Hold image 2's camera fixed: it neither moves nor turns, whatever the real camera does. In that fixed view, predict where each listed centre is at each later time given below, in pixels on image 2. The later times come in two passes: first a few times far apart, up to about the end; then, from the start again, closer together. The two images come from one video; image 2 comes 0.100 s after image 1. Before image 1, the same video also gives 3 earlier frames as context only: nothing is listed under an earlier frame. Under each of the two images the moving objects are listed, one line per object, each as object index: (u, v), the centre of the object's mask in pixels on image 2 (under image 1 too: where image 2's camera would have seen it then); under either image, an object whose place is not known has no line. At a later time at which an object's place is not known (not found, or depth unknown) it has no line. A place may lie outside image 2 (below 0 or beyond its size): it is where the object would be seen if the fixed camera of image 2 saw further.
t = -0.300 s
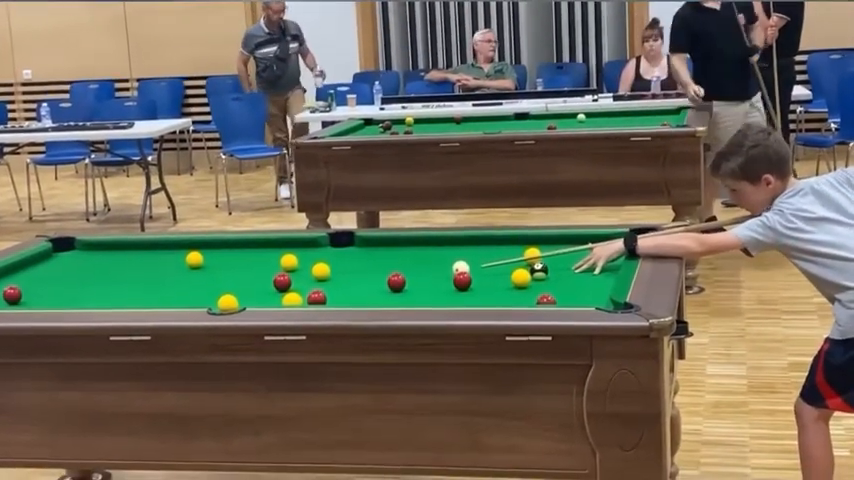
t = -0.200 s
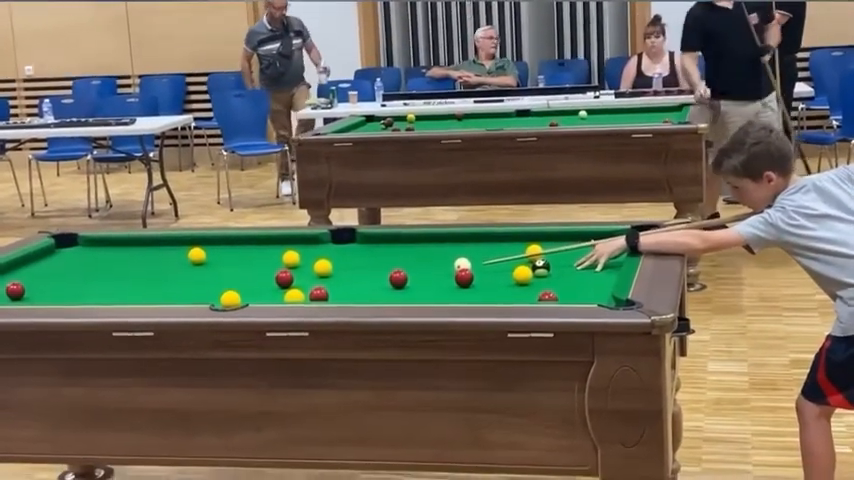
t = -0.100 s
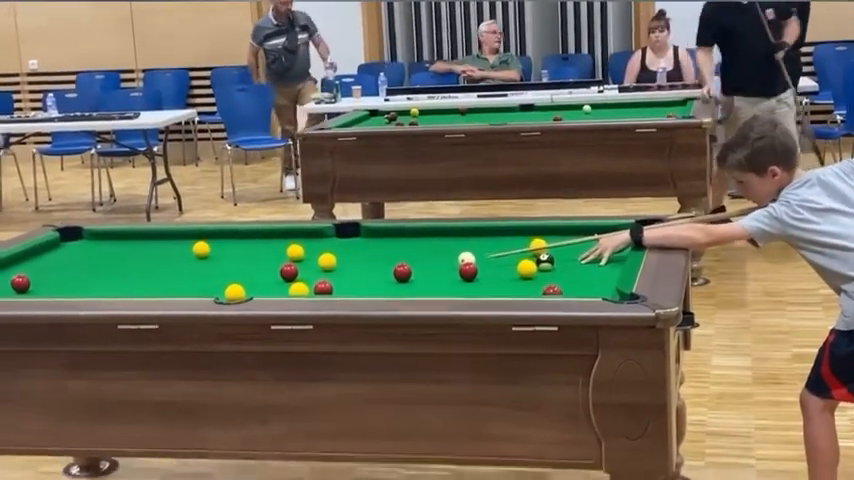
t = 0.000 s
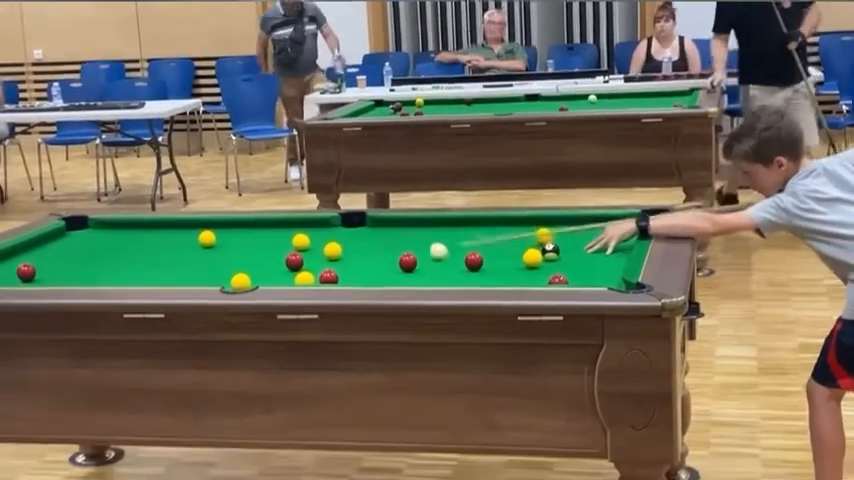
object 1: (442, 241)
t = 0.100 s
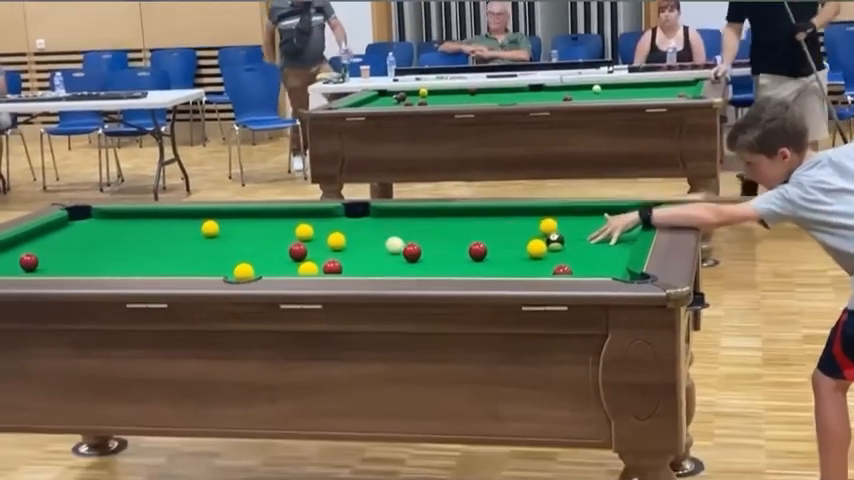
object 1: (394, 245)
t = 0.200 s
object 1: (350, 248)
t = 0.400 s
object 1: (312, 251)
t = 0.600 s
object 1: (297, 251)
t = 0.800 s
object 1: (283, 252)
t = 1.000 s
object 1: (271, 253)
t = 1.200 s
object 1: (259, 253)
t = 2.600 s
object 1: (219, 254)
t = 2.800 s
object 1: (218, 254)
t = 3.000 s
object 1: (218, 255)
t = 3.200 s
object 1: (218, 255)
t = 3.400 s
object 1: (218, 254)
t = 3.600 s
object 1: (218, 254)
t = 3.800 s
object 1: (218, 254)
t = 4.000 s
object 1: (219, 254)
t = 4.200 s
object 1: (218, 255)
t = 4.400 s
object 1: (218, 255)
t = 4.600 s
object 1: (218, 254)
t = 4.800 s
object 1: (218, 255)
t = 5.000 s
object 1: (218, 254)
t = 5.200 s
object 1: (218, 254)
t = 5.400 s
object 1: (218, 255)
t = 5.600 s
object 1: (218, 255)
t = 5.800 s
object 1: (218, 255)
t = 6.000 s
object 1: (218, 255)
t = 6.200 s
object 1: (218, 255)
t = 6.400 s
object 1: (218, 255)
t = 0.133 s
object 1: (380, 246)
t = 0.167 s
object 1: (365, 247)
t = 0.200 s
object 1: (350, 248)
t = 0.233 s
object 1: (335, 249)
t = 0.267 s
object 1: (320, 250)
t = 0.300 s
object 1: (316, 250)
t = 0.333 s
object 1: (316, 251)
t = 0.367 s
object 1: (314, 251)
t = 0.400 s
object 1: (312, 251)
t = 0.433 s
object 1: (308, 251)
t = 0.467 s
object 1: (306, 251)
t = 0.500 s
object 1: (304, 251)
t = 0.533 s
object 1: (301, 251)
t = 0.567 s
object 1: (299, 251)
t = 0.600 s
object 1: (297, 251)
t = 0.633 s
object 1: (294, 252)
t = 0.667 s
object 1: (292, 252)
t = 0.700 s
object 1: (289, 252)
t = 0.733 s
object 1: (287, 252)
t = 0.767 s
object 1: (285, 252)
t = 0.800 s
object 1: (283, 252)
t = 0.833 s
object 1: (281, 252)
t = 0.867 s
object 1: (279, 253)
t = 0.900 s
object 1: (276, 253)
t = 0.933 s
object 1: (274, 253)
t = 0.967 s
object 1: (273, 253)
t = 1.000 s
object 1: (271, 253)
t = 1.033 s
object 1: (268, 253)
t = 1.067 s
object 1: (267, 253)
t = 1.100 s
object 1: (265, 253)
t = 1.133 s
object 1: (263, 253)
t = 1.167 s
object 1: (261, 253)
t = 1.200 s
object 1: (259, 253)
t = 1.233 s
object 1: (258, 253)
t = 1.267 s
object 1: (256, 253)
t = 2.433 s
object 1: (220, 254)
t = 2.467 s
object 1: (220, 254)
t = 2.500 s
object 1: (220, 254)
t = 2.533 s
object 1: (219, 254)
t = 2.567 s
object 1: (219, 254)
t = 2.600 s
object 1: (219, 254)
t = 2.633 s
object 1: (219, 254)
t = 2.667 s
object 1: (219, 254)
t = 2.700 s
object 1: (218, 254)
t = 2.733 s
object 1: (218, 254)
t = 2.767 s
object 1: (218, 254)
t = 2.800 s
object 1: (218, 254)
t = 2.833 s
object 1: (218, 254)
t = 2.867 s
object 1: (218, 254)
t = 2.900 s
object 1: (218, 254)
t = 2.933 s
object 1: (218, 254)
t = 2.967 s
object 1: (219, 255)
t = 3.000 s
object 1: (218, 255)
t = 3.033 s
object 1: (218, 255)
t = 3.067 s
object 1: (218, 254)
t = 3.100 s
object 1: (218, 254)
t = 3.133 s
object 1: (218, 255)
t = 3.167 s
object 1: (218, 255)
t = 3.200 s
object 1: (218, 255)
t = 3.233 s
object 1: (218, 255)
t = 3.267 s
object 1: (218, 255)
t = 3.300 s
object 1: (218, 255)
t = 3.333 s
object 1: (218, 255)
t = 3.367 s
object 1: (218, 255)
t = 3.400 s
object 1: (218, 254)
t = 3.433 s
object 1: (218, 255)
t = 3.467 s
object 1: (218, 254)
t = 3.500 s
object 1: (218, 254)
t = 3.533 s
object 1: (218, 255)
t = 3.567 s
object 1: (218, 254)
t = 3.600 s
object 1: (218, 254)
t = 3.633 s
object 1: (218, 254)
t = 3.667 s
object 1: (218, 254)
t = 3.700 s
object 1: (218, 254)
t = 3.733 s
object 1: (218, 254)
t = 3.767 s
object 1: (218, 255)
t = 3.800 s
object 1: (218, 254)
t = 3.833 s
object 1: (218, 254)
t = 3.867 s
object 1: (218, 255)
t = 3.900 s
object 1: (218, 255)
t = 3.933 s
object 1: (219, 254)
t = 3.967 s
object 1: (219, 254)
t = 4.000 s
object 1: (219, 254)
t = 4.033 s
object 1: (218, 255)
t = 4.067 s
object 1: (219, 254)
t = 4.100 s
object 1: (218, 254)
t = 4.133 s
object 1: (218, 255)
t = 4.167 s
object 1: (219, 254)
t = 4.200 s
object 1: (218, 255)
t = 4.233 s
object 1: (218, 255)
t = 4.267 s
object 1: (218, 255)
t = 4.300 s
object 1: (218, 254)
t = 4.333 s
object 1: (218, 255)
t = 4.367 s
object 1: (218, 255)
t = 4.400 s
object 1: (218, 255)
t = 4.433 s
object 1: (218, 255)
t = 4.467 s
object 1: (218, 254)
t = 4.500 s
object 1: (218, 255)
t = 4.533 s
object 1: (218, 255)
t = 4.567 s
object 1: (218, 255)
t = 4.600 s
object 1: (218, 254)
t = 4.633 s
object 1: (218, 255)
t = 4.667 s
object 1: (218, 255)
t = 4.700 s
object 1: (218, 254)
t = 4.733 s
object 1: (218, 254)
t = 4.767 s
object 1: (218, 254)
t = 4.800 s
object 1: (218, 255)
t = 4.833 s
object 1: (218, 254)
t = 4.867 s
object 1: (218, 254)
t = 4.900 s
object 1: (218, 255)
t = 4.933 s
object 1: (218, 255)
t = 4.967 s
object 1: (218, 254)
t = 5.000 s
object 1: (218, 254)
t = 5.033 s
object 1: (218, 254)
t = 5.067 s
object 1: (218, 254)
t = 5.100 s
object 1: (218, 255)
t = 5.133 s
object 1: (218, 254)
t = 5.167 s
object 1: (218, 254)
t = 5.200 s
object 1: (218, 254)
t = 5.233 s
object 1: (218, 255)
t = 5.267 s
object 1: (218, 255)
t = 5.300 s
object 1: (218, 255)
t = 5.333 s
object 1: (218, 255)
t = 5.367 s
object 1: (218, 255)
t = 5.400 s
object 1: (218, 255)
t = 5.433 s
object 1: (218, 255)
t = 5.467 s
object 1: (218, 255)
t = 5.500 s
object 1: (218, 255)
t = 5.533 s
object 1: (218, 255)
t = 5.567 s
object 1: (218, 255)
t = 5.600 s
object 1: (218, 255)
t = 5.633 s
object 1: (218, 255)
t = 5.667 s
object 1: (218, 255)
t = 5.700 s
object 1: (218, 255)
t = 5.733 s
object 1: (218, 255)
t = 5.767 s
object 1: (218, 255)
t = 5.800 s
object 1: (218, 255)
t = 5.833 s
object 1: (218, 255)
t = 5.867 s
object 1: (218, 255)
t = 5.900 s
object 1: (218, 255)
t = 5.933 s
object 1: (218, 255)
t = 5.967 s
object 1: (218, 255)
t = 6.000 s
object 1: (218, 255)
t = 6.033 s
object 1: (218, 254)
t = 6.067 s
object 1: (218, 255)
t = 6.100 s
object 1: (218, 255)
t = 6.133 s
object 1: (218, 255)
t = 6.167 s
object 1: (218, 254)
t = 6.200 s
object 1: (218, 255)
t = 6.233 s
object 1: (218, 254)
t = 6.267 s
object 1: (218, 255)
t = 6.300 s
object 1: (218, 254)
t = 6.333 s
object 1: (218, 254)
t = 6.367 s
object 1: (218, 255)
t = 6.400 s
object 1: (218, 255)
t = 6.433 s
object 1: (218, 255)
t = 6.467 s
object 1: (218, 255)
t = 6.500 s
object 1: (218, 255)
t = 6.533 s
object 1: (218, 255)
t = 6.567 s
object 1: (218, 255)
